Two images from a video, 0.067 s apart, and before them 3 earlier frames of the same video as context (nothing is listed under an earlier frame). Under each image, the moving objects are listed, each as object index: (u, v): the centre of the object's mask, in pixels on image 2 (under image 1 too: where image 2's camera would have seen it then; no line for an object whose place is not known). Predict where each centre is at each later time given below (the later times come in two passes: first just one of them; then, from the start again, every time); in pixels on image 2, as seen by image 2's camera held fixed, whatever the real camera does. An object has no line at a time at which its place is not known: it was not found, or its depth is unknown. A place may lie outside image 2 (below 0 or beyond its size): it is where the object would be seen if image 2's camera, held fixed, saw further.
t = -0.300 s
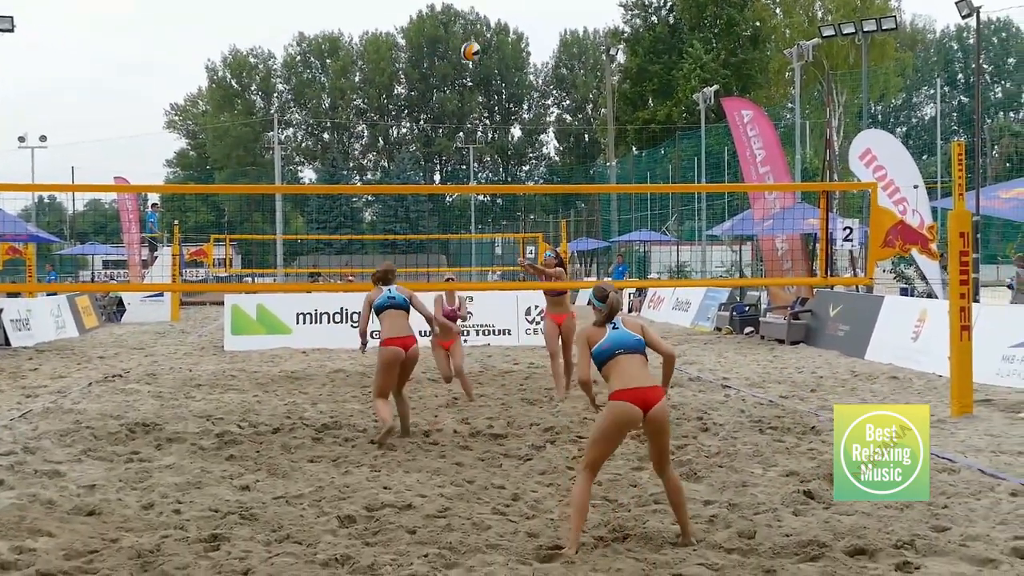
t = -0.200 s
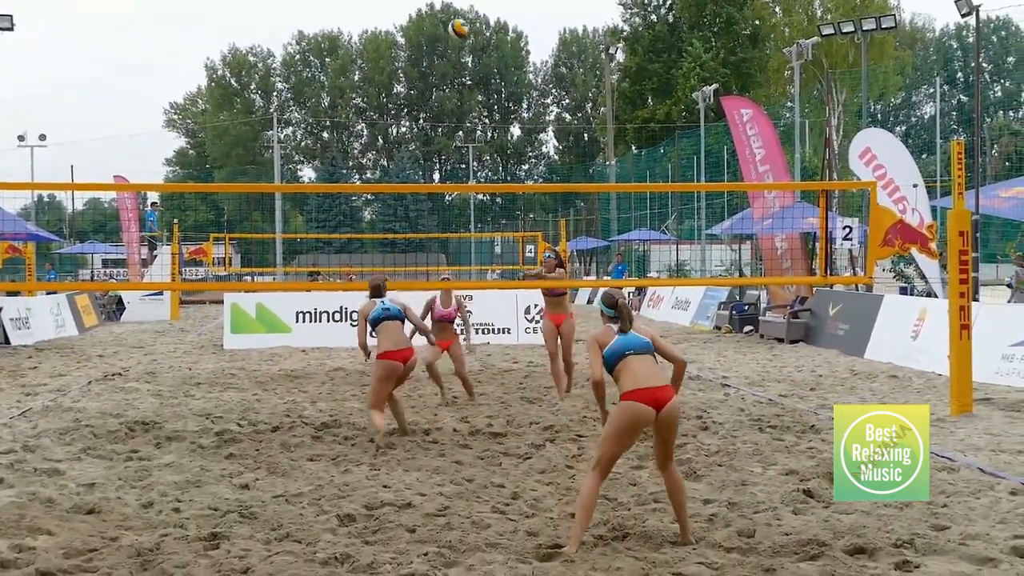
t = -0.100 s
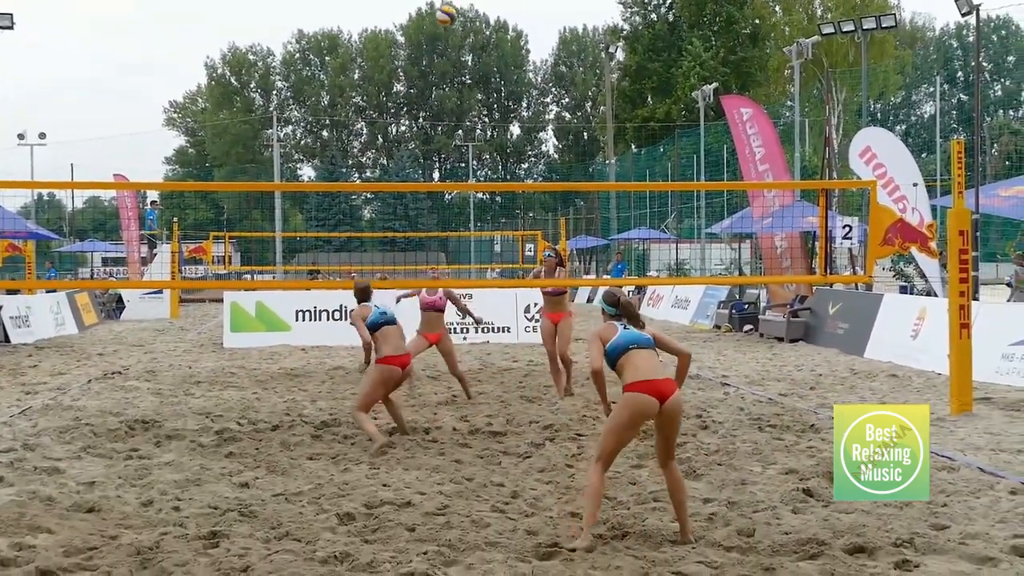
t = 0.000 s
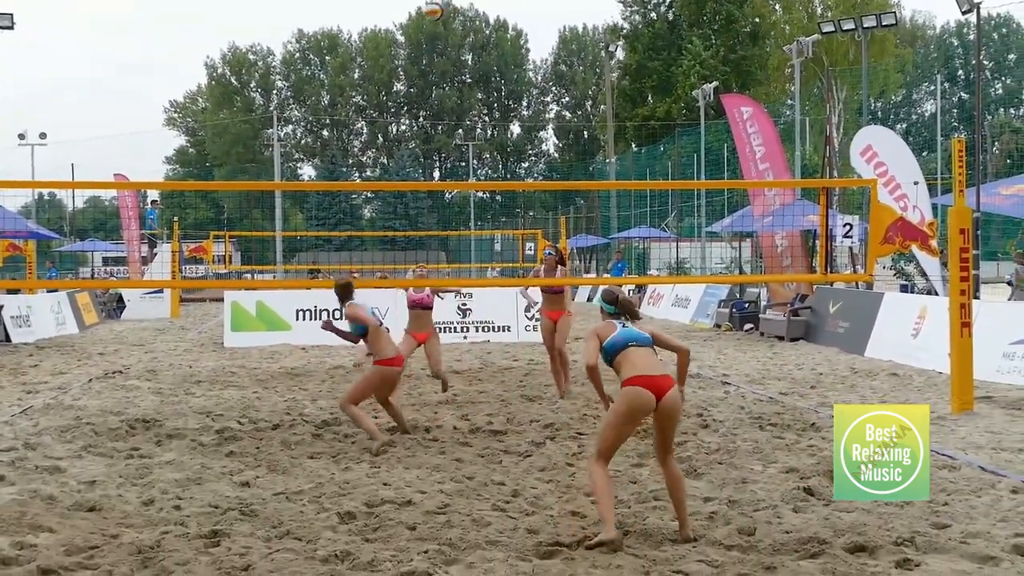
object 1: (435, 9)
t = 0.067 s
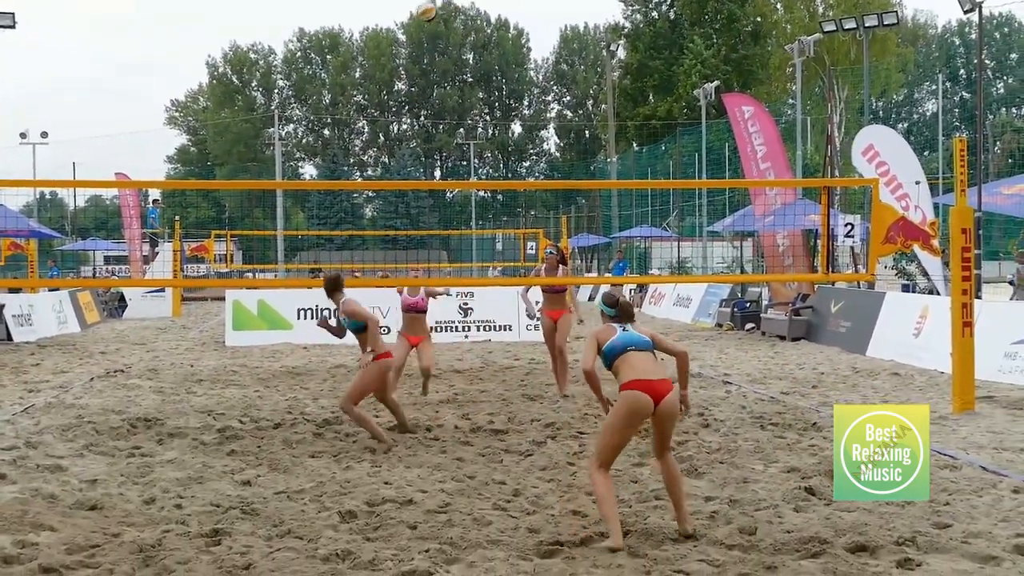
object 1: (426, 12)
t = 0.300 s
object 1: (398, 55)
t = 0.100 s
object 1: (423, 15)
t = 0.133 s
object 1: (420, 17)
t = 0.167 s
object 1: (415, 23)
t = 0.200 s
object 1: (411, 30)
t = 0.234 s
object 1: (408, 34)
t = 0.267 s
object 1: (403, 44)
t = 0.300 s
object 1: (398, 55)
